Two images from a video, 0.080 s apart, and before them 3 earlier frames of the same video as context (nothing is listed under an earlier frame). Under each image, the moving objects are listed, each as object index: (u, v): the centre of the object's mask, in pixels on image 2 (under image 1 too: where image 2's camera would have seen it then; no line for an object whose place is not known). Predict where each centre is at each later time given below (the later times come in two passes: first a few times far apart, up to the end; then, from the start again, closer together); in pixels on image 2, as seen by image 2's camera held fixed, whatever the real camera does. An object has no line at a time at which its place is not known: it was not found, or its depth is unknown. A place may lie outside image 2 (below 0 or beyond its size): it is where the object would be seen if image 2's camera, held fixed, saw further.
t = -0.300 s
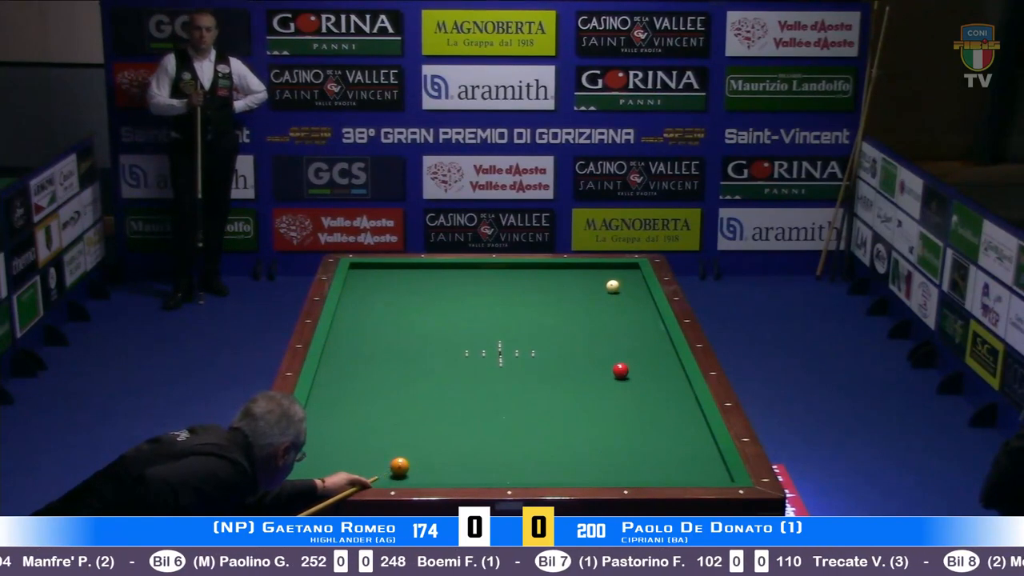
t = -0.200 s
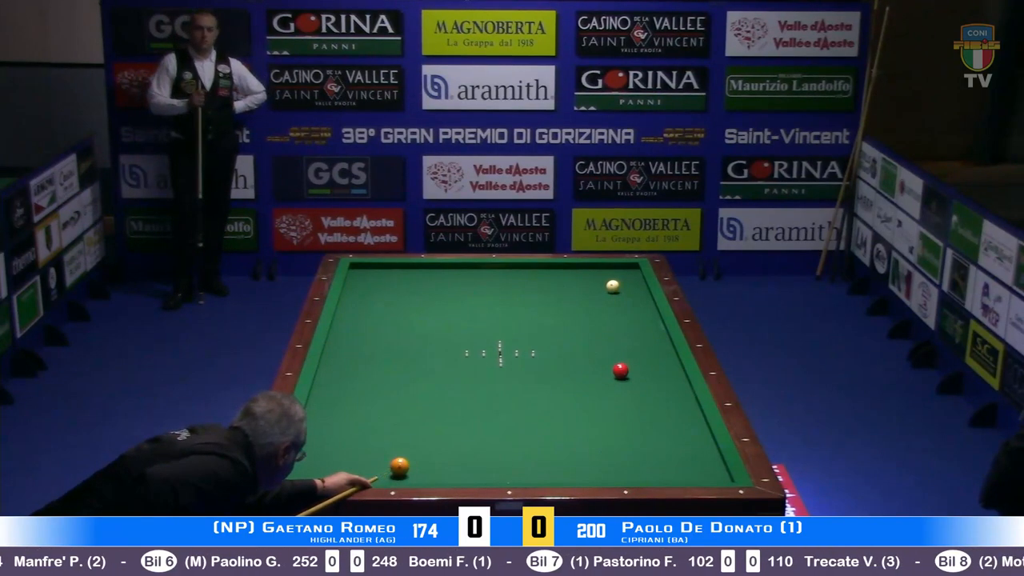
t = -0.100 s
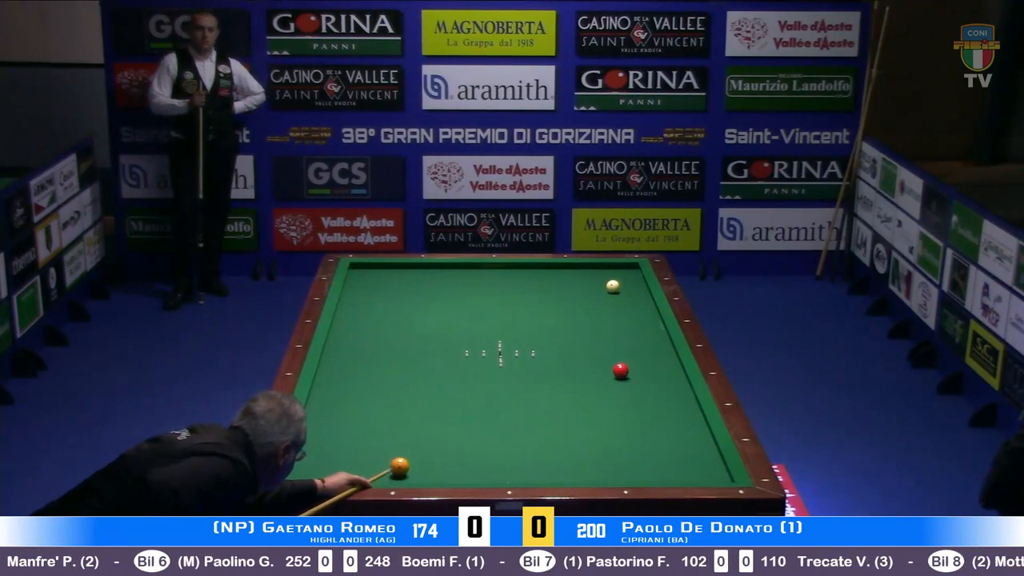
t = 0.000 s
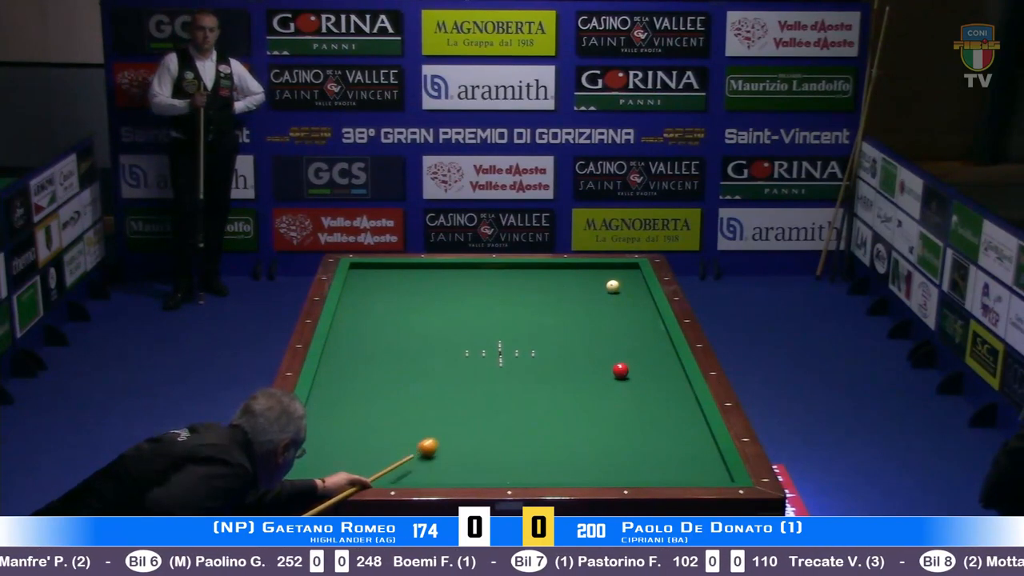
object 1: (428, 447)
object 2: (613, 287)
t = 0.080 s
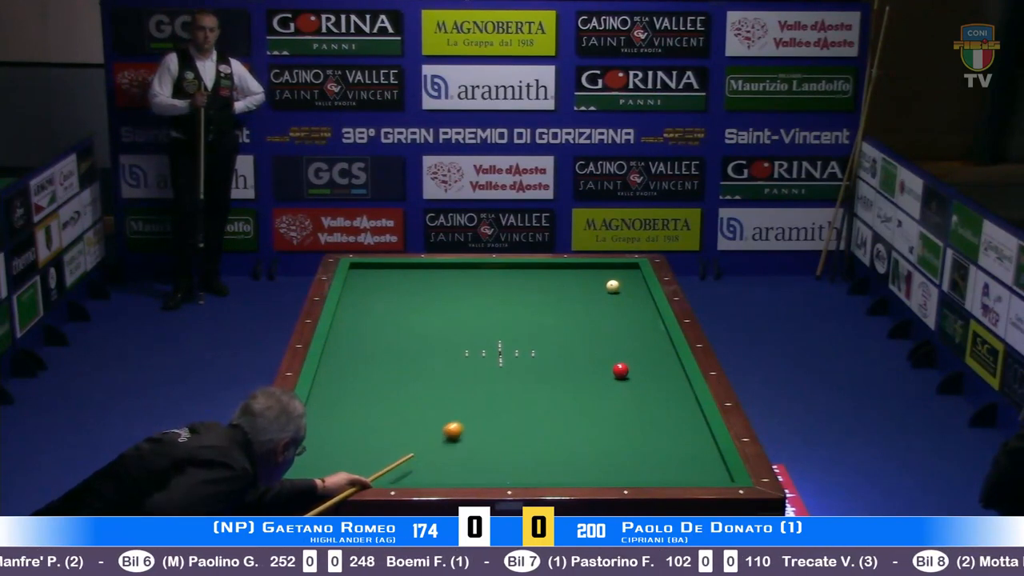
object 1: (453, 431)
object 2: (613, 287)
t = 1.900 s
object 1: (627, 273)
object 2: (539, 277)
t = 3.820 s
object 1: (634, 280)
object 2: (425, 331)
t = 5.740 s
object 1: (635, 292)
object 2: (328, 385)
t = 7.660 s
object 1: (640, 296)
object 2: (367, 427)
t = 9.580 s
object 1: (640, 296)
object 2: (396, 459)
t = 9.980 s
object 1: (640, 296)
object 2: (400, 464)
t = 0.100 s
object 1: (459, 427)
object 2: (613, 287)
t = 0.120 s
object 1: (465, 423)
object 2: (613, 287)
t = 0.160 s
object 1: (476, 416)
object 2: (613, 287)
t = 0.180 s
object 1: (481, 412)
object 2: (613, 287)
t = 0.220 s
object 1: (493, 405)
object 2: (613, 287)
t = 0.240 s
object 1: (498, 402)
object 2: (613, 287)
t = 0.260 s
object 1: (503, 398)
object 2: (613, 287)
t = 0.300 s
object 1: (513, 391)
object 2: (613, 287)
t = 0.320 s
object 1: (519, 388)
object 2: (613, 287)
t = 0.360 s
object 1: (528, 382)
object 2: (613, 287)
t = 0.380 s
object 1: (533, 379)
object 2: (613, 287)
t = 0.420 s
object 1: (543, 373)
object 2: (613, 287)
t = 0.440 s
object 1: (548, 370)
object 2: (613, 287)
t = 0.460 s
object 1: (552, 367)
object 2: (613, 287)
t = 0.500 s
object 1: (561, 361)
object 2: (613, 287)
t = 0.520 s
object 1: (566, 358)
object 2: (613, 287)
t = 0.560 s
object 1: (574, 352)
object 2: (613, 287)
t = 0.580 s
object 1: (579, 349)
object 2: (613, 287)
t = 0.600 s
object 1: (583, 347)
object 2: (613, 287)
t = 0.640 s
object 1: (591, 341)
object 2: (613, 287)
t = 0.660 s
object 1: (595, 339)
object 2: (613, 287)
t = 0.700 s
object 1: (603, 333)
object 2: (613, 287)
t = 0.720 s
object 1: (607, 331)
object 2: (613, 287)
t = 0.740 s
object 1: (611, 328)
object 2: (613, 287)
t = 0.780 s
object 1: (618, 323)
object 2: (613, 287)
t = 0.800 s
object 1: (622, 321)
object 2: (613, 287)
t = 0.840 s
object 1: (629, 317)
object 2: (613, 287)
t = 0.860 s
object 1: (633, 314)
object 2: (613, 287)
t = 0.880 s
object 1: (636, 312)
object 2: (613, 287)
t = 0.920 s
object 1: (643, 307)
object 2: (613, 287)
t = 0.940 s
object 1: (647, 305)
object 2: (613, 287)
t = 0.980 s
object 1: (645, 301)
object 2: (613, 287)
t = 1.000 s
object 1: (641, 299)
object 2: (613, 287)
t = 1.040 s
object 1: (632, 296)
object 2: (613, 287)
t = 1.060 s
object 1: (628, 294)
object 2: (613, 287)
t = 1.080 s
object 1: (625, 292)
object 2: (612, 286)
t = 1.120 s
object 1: (620, 290)
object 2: (609, 285)
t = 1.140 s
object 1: (620, 290)
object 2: (607, 284)
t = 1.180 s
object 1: (621, 289)
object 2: (600, 281)
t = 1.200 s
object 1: (622, 289)
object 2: (597, 280)
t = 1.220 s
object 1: (622, 289)
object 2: (594, 279)
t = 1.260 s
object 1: (622, 288)
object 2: (588, 276)
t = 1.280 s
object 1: (622, 288)
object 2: (585, 275)
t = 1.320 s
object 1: (623, 287)
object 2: (580, 272)
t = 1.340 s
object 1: (623, 286)
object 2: (577, 271)
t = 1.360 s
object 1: (623, 286)
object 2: (575, 270)
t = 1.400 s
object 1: (623, 285)
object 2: (570, 268)
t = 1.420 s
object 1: (624, 284)
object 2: (568, 267)
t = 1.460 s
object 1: (624, 283)
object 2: (564, 265)
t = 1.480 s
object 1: (624, 283)
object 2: (562, 265)
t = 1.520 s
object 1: (625, 282)
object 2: (560, 267)
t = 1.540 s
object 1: (625, 281)
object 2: (559, 267)
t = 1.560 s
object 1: (625, 281)
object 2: (558, 268)
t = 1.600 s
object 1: (625, 280)
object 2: (556, 269)
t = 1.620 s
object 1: (625, 279)
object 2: (555, 270)
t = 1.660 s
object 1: (625, 278)
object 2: (552, 271)
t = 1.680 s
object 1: (626, 278)
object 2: (551, 272)
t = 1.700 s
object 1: (626, 278)
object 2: (550, 272)
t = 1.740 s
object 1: (626, 277)
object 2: (548, 273)
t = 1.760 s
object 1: (626, 276)
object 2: (547, 274)
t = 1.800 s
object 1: (627, 275)
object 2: (544, 275)
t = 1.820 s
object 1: (627, 275)
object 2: (543, 275)
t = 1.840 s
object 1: (627, 275)
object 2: (542, 276)
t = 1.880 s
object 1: (627, 274)
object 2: (540, 277)
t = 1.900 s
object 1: (627, 273)
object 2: (539, 277)
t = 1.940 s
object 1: (627, 272)
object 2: (536, 278)
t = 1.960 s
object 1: (627, 272)
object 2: (535, 279)
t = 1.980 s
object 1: (627, 271)
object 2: (534, 279)
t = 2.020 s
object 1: (627, 270)
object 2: (532, 281)
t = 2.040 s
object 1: (628, 270)
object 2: (531, 281)
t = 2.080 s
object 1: (628, 269)
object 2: (529, 282)
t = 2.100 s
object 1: (628, 269)
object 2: (527, 283)
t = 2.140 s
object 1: (629, 268)
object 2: (525, 284)
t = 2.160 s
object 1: (629, 268)
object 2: (524, 284)
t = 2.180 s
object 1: (629, 267)
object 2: (523, 285)
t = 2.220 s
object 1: (629, 266)
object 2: (521, 286)
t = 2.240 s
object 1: (629, 266)
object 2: (519, 286)
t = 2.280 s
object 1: (630, 265)
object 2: (517, 288)
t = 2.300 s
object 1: (630, 265)
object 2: (516, 288)
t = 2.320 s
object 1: (630, 265)
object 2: (515, 289)
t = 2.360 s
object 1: (631, 266)
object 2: (512, 290)
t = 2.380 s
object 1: (631, 266)
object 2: (511, 290)
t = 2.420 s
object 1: (631, 266)
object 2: (509, 291)
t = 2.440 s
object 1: (632, 267)
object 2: (508, 292)
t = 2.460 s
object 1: (631, 267)
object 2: (507, 292)
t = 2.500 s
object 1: (632, 267)
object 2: (504, 293)
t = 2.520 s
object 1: (632, 267)
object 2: (503, 294)
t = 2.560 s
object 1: (633, 268)
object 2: (501, 295)
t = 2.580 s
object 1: (633, 268)
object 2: (500, 296)
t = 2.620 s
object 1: (633, 269)
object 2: (497, 297)
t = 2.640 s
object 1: (634, 269)
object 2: (496, 297)
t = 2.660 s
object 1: (634, 269)
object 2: (495, 298)
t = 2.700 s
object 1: (634, 269)
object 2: (492, 299)
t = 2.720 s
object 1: (635, 270)
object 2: (491, 299)
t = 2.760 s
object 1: (635, 270)
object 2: (489, 301)
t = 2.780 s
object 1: (635, 270)
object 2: (488, 301)
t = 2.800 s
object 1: (635, 270)
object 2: (487, 302)
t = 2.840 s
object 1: (635, 271)
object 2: (484, 303)
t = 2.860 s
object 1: (635, 271)
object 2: (483, 303)
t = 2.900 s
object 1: (635, 271)
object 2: (481, 305)
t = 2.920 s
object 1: (635, 272)
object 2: (479, 305)
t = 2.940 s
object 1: (635, 272)
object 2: (478, 306)
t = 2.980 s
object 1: (635, 272)
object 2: (476, 307)
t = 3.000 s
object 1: (635, 273)
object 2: (475, 307)
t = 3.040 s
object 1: (635, 273)
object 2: (472, 308)
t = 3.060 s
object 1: (635, 273)
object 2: (471, 309)
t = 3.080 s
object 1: (635, 273)
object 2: (470, 310)
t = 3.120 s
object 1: (635, 274)
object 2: (467, 311)
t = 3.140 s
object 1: (635, 274)
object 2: (466, 311)
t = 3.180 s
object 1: (635, 274)
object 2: (464, 313)
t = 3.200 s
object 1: (635, 274)
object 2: (463, 313)
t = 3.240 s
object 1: (635, 275)
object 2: (460, 314)
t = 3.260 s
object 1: (634, 275)
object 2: (459, 315)
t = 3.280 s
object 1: (635, 275)
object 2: (458, 315)
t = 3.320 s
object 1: (635, 275)
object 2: (455, 316)
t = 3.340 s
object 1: (634, 276)
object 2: (454, 317)
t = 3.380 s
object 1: (634, 276)
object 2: (452, 318)
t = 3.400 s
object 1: (634, 276)
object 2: (450, 319)
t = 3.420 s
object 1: (634, 276)
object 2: (449, 319)
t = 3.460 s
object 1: (634, 277)
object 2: (447, 320)
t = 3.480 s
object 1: (635, 277)
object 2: (446, 321)
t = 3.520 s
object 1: (635, 277)
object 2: (443, 322)
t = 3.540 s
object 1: (635, 277)
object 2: (442, 322)
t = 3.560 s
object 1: (635, 277)
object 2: (440, 323)
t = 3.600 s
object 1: (635, 277)
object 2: (438, 324)
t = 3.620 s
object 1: (634, 278)
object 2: (437, 325)
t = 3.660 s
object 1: (634, 278)
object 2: (435, 326)
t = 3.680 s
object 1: (634, 278)
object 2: (433, 327)
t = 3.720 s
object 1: (634, 279)
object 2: (431, 328)
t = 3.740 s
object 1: (634, 279)
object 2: (430, 328)
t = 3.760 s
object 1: (634, 279)
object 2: (428, 329)
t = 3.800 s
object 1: (634, 279)
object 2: (426, 330)
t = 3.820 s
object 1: (634, 280)
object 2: (425, 331)
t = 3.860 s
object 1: (634, 280)
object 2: (422, 332)
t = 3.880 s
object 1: (634, 280)
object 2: (421, 332)
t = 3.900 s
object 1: (634, 280)
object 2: (420, 333)
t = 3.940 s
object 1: (634, 281)
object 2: (417, 334)
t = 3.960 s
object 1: (634, 281)
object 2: (416, 335)
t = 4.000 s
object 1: (634, 281)
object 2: (413, 336)
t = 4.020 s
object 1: (634, 282)
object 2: (412, 336)
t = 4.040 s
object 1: (634, 282)
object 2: (411, 337)
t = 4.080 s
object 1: (634, 282)
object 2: (408, 338)
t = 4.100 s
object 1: (634, 282)
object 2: (407, 339)
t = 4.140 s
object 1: (634, 283)
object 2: (405, 340)
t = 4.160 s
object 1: (634, 283)
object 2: (404, 340)
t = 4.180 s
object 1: (634, 283)
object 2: (402, 341)
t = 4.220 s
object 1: (634, 283)
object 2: (400, 342)
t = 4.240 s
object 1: (634, 283)
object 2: (398, 343)
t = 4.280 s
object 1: (634, 284)
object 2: (396, 344)
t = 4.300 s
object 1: (634, 284)
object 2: (395, 345)
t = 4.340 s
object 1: (634, 284)
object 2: (392, 346)
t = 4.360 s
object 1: (634, 284)
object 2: (391, 346)
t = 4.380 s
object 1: (634, 284)
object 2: (389, 347)
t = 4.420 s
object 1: (634, 285)
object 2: (387, 348)
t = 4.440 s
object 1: (634, 285)
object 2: (386, 349)
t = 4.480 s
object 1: (634, 285)
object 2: (383, 350)
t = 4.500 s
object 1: (634, 285)
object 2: (382, 350)
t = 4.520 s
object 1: (634, 285)
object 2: (381, 351)
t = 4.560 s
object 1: (634, 285)
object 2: (378, 352)
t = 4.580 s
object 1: (634, 286)
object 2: (377, 353)
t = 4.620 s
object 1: (634, 286)
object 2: (374, 354)
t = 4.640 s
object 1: (634, 286)
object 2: (373, 354)
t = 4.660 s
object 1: (634, 286)
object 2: (372, 355)
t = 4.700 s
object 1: (634, 286)
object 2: (369, 356)
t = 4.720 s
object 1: (634, 287)
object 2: (368, 357)
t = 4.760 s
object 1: (634, 287)
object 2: (366, 358)
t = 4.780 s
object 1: (634, 287)
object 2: (364, 358)
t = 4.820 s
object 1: (634, 287)
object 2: (362, 360)
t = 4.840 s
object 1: (634, 287)
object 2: (361, 360)
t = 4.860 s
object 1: (634, 287)
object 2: (359, 361)
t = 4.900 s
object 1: (634, 288)
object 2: (357, 362)
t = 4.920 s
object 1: (634, 288)
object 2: (356, 362)
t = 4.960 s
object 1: (634, 288)
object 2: (353, 364)
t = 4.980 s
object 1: (634, 288)
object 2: (351, 364)
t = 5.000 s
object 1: (634, 288)
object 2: (350, 365)
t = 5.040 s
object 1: (634, 289)
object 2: (348, 366)
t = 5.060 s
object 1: (634, 289)
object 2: (347, 367)
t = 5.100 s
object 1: (634, 289)
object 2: (344, 368)
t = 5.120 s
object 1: (634, 289)
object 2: (343, 368)
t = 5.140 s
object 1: (634, 289)
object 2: (341, 369)
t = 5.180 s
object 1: (634, 289)
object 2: (339, 370)
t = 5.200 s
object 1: (634, 289)
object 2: (338, 371)
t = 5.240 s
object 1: (634, 290)
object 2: (335, 372)
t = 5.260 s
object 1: (634, 290)
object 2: (334, 373)
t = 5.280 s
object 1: (634, 290)
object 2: (333, 373)
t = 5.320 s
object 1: (634, 290)
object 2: (330, 374)
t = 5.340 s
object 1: (634, 290)
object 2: (329, 375)
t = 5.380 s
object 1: (635, 290)
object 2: (326, 376)
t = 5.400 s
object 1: (634, 291)
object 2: (325, 376)
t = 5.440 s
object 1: (635, 291)
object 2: (322, 377)
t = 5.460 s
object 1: (635, 291)
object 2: (321, 378)
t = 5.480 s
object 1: (635, 291)
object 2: (321, 379)
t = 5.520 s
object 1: (635, 291)
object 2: (322, 380)
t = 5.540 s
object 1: (635, 291)
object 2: (323, 380)
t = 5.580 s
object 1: (635, 291)
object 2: (323, 381)
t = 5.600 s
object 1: (635, 291)
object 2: (324, 381)
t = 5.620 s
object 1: (635, 291)
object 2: (325, 382)
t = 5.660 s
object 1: (635, 292)
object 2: (326, 383)
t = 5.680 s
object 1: (635, 292)
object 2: (326, 383)
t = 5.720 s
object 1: (635, 292)
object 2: (327, 384)
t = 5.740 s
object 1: (635, 292)
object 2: (328, 385)
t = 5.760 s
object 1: (635, 292)
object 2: (328, 385)
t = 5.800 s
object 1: (635, 292)
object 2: (329, 386)
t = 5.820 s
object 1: (635, 292)
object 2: (329, 387)
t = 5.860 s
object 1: (636, 293)
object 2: (330, 388)
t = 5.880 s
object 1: (636, 293)
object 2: (331, 388)
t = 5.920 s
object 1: (636, 293)
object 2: (332, 389)
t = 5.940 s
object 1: (636, 293)
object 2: (332, 390)
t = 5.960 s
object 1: (636, 293)
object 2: (332, 390)
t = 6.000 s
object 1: (636, 293)
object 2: (333, 391)
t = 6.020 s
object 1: (636, 293)
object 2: (334, 391)
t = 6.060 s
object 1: (636, 293)
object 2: (335, 392)
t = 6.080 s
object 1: (636, 293)
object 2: (335, 393)
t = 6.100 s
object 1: (636, 293)
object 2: (335, 393)
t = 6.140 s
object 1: (637, 294)
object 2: (336, 394)
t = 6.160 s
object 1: (637, 294)
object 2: (337, 395)
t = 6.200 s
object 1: (637, 294)
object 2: (337, 396)
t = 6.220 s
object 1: (637, 294)
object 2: (338, 396)
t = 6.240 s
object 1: (637, 294)
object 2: (338, 396)
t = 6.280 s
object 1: (637, 294)
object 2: (339, 398)
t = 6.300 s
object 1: (637, 294)
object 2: (340, 398)
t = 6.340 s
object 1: (637, 294)
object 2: (341, 399)
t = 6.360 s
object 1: (637, 294)
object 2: (341, 399)
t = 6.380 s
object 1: (637, 294)
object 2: (341, 400)
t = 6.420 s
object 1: (638, 295)
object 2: (342, 401)
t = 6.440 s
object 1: (638, 295)
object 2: (343, 401)
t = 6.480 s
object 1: (638, 295)
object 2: (344, 402)
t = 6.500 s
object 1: (638, 295)
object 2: (344, 402)
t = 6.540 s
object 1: (638, 295)
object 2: (345, 403)
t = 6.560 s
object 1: (638, 295)
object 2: (345, 403)
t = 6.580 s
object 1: (638, 295)
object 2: (346, 404)
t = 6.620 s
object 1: (638, 295)
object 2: (346, 405)
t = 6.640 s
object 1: (638, 295)
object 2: (347, 405)
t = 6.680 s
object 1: (638, 295)
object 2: (348, 406)
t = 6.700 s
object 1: (638, 295)
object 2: (348, 407)
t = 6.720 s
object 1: (638, 295)
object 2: (349, 407)
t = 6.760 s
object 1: (638, 295)
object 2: (349, 408)
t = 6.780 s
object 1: (638, 295)
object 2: (350, 408)
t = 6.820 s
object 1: (638, 295)
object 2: (351, 409)
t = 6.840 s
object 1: (638, 295)
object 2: (351, 410)
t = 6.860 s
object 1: (639, 295)
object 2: (351, 410)
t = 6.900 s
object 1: (639, 295)
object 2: (352, 411)
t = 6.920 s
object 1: (639, 295)
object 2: (352, 412)
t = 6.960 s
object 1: (639, 296)
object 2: (353, 412)
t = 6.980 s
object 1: (639, 296)
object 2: (354, 413)
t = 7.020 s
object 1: (639, 296)
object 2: (355, 413)
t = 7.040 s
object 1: (639, 296)
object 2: (355, 414)
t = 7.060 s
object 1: (639, 296)
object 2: (355, 415)
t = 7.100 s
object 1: (639, 296)
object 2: (356, 415)
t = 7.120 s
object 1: (639, 296)
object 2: (356, 415)
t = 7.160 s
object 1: (639, 296)
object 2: (357, 416)
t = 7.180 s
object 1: (639, 296)
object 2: (358, 417)
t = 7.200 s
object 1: (639, 296)
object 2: (358, 417)
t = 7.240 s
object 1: (639, 296)
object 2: (359, 418)
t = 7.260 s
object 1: (640, 296)
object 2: (359, 419)
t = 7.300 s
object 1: (640, 296)
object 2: (360, 419)
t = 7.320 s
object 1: (640, 296)
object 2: (360, 420)
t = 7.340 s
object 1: (640, 296)
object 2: (361, 420)
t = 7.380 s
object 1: (640, 296)
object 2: (361, 421)
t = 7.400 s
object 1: (640, 296)
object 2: (362, 422)
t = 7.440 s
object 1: (640, 296)
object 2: (363, 422)
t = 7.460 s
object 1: (640, 296)
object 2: (363, 423)
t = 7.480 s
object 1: (640, 296)
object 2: (364, 423)
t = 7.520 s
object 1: (640, 296)
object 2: (364, 424)
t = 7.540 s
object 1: (640, 296)
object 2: (365, 425)
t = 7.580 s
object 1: (640, 296)
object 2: (365, 425)
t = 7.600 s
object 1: (640, 296)
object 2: (366, 426)
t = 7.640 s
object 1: (640, 296)
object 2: (366, 426)
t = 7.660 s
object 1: (640, 296)
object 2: (367, 427)
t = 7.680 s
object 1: (640, 296)
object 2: (367, 428)
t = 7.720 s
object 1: (640, 296)
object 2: (368, 428)
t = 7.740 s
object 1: (640, 296)
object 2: (368, 428)
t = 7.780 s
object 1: (640, 296)
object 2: (369, 429)
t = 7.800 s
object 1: (640, 296)
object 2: (369, 430)
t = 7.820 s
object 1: (640, 296)
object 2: (369, 430)
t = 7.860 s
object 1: (640, 296)
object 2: (370, 431)
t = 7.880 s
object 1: (640, 296)
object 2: (370, 431)
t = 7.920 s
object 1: (640, 296)
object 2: (371, 432)
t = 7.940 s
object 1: (640, 296)
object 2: (371, 433)
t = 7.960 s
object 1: (640, 296)
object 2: (372, 432)
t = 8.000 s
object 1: (640, 296)
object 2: (372, 433)
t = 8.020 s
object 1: (640, 296)
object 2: (373, 434)
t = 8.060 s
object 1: (640, 296)
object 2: (373, 435)
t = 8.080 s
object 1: (640, 296)
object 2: (374, 435)
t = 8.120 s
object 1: (640, 296)
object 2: (374, 436)
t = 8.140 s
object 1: (640, 296)
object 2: (375, 436)
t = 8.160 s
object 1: (640, 296)
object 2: (375, 437)
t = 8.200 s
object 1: (640, 296)
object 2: (376, 437)
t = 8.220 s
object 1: (640, 296)
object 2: (376, 438)
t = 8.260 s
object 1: (640, 296)
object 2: (377, 439)
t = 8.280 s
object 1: (640, 296)
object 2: (377, 439)
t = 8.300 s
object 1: (640, 296)
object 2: (377, 439)
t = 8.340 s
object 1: (640, 296)
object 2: (378, 440)
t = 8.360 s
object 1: (640, 296)
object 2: (378, 440)
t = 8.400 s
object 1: (640, 296)
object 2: (379, 441)
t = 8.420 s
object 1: (640, 296)
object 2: (379, 441)
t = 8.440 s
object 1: (640, 296)
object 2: (379, 442)
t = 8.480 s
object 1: (640, 296)
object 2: (380, 442)
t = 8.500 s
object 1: (640, 296)
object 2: (381, 443)
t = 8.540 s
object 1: (640, 296)
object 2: (381, 443)
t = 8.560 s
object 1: (640, 296)
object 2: (381, 444)
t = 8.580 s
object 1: (640, 296)
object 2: (382, 444)
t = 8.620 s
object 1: (640, 296)
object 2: (382, 444)
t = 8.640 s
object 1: (640, 296)
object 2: (383, 445)
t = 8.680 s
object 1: (640, 296)
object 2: (383, 446)
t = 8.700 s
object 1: (640, 296)
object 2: (383, 446)
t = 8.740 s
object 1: (640, 296)
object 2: (384, 447)
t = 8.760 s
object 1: (640, 296)
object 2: (384, 447)
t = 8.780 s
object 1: (640, 296)
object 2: (385, 447)
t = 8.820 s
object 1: (640, 296)
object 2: (385, 448)
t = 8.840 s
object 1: (640, 296)
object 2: (385, 448)
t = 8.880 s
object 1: (640, 296)
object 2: (386, 450)
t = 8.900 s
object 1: (640, 296)
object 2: (386, 449)
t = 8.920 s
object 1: (640, 296)
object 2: (387, 450)
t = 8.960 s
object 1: (640, 296)
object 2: (387, 451)
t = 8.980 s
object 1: (640, 296)
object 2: (388, 451)
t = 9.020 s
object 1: (640, 296)
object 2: (388, 452)
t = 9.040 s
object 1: (640, 296)
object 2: (388, 452)
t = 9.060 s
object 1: (640, 296)
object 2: (389, 452)
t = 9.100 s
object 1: (640, 296)
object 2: (389, 452)
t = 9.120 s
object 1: (640, 296)
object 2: (389, 453)
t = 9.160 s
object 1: (640, 296)
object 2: (390, 453)
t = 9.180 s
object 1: (640, 296)
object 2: (390, 454)
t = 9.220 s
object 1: (640, 296)
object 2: (391, 455)
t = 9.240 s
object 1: (640, 296)
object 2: (391, 455)
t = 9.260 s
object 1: (640, 296)
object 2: (392, 455)
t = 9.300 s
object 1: (640, 296)
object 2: (392, 456)
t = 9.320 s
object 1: (640, 296)
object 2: (392, 456)
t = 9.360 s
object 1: (640, 296)
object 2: (393, 456)
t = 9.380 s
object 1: (640, 296)
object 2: (393, 457)
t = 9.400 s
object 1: (640, 296)
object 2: (393, 457)
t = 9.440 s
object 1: (640, 296)
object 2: (394, 458)
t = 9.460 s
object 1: (640, 296)
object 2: (394, 458)
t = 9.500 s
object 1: (640, 296)
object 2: (395, 458)
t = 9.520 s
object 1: (640, 296)
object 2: (395, 458)
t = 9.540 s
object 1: (640, 296)
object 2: (395, 459)
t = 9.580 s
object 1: (640, 296)
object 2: (396, 459)
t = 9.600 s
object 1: (640, 296)
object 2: (396, 459)
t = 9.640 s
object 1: (640, 296)
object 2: (397, 460)
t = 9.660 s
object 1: (640, 296)
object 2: (397, 460)
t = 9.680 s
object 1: (640, 296)
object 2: (397, 460)
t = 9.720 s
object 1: (640, 296)
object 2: (398, 461)
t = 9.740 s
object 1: (640, 296)
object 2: (398, 461)
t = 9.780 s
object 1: (640, 296)
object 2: (398, 462)
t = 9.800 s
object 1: (640, 296)
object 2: (398, 462)
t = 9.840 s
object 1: (640, 296)
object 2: (399, 462)
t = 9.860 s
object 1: (640, 296)
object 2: (399, 463)
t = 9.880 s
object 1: (640, 296)
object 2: (399, 463)
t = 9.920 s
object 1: (640, 296)
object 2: (400, 463)
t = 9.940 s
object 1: (640, 296)
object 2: (400, 464)
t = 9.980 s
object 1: (640, 296)
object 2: (400, 464)
